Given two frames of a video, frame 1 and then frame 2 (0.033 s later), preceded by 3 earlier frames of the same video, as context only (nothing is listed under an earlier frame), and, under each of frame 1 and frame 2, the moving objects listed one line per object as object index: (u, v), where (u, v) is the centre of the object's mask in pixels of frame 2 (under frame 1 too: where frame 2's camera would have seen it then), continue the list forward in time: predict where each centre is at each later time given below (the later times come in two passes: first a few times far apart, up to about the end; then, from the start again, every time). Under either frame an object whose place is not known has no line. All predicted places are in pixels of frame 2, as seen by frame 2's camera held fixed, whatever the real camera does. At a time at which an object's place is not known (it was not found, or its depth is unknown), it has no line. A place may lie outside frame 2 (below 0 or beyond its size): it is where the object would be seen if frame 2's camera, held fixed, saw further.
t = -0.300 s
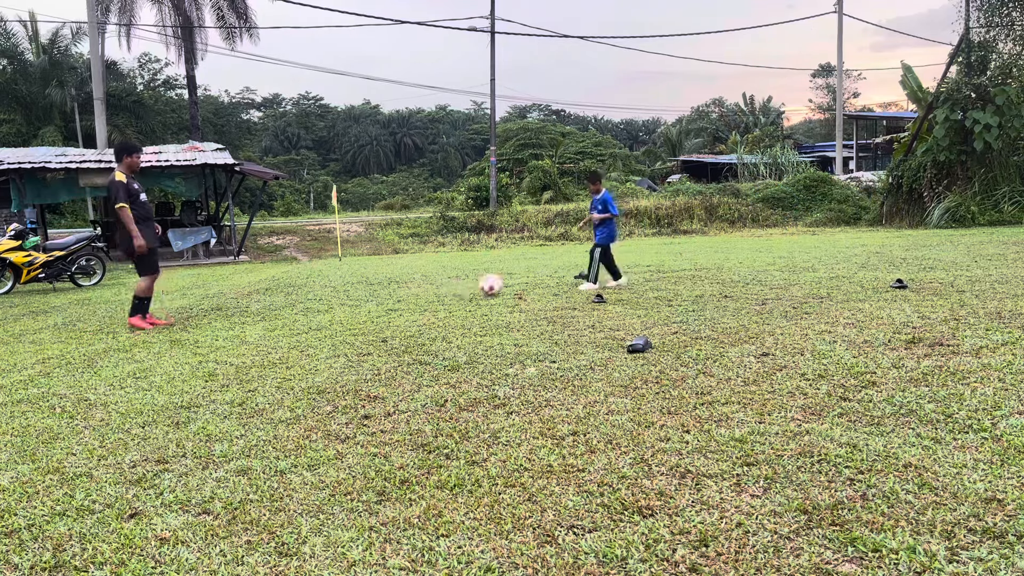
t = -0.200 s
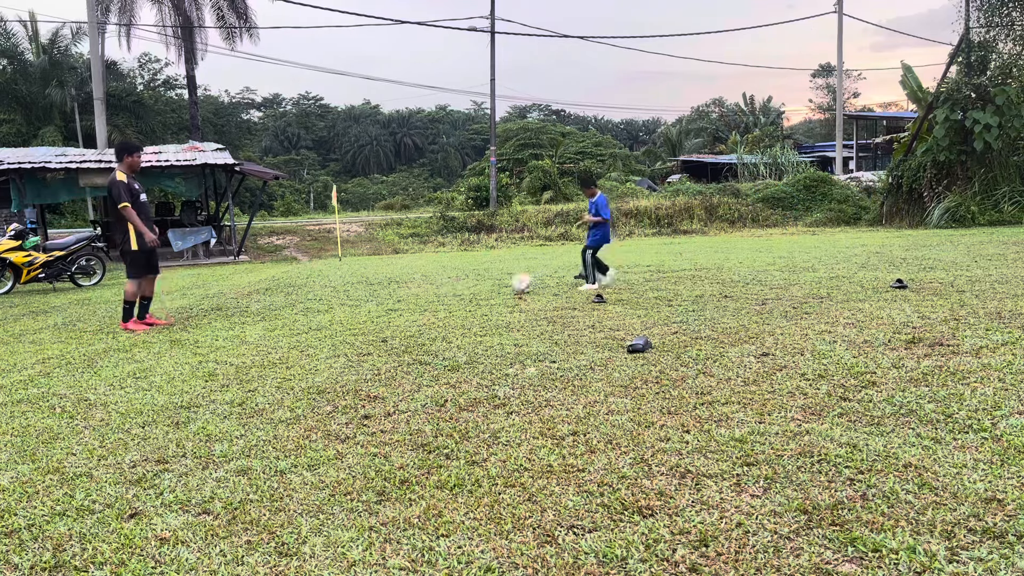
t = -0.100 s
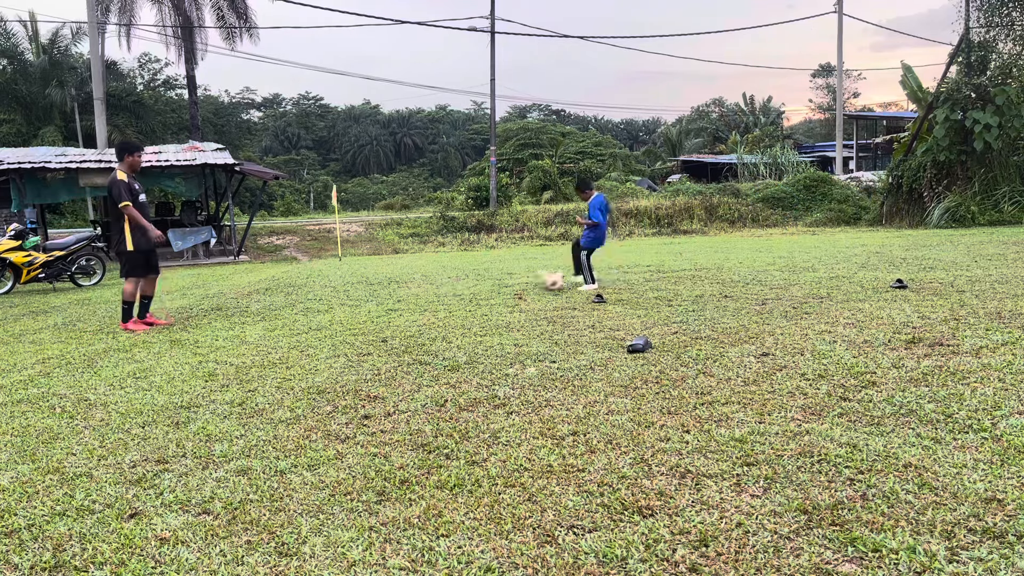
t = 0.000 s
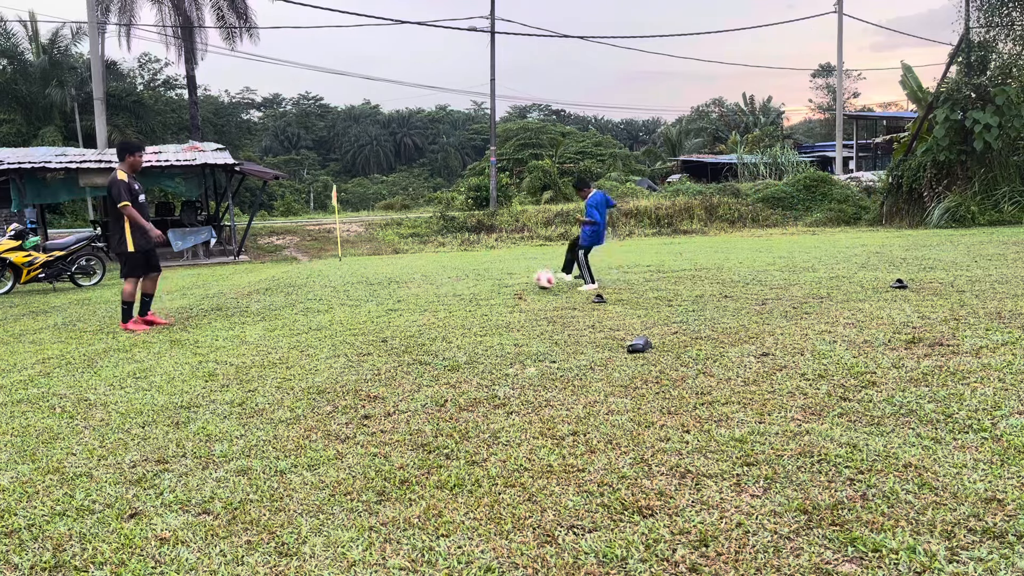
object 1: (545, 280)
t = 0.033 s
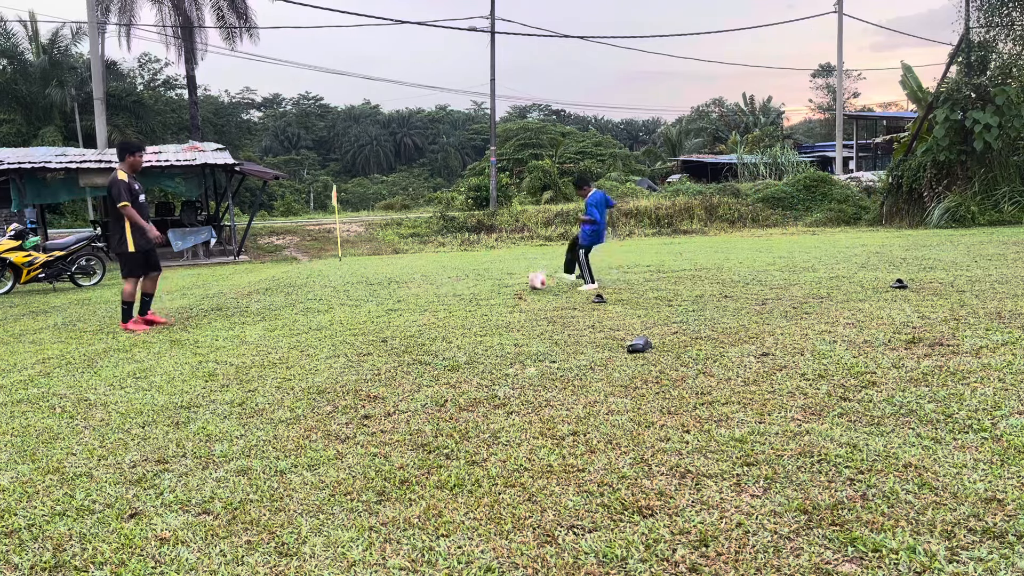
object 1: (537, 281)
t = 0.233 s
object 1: (504, 287)
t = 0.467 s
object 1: (480, 291)
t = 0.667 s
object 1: (463, 294)
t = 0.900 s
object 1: (443, 296)
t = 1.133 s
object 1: (426, 297)
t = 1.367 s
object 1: (414, 298)
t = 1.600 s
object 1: (404, 301)
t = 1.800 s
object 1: (396, 302)
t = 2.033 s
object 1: (387, 304)
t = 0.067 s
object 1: (529, 283)
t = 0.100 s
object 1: (523, 285)
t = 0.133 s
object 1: (518, 285)
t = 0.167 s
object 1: (513, 285)
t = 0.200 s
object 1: (509, 286)
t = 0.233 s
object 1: (504, 287)
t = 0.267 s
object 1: (501, 288)
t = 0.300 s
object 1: (496, 289)
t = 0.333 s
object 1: (493, 289)
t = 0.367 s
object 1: (489, 290)
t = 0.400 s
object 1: (486, 290)
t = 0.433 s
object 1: (484, 290)
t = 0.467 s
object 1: (480, 291)
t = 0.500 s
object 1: (476, 291)
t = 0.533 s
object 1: (473, 291)
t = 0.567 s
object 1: (470, 293)
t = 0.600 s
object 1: (467, 293)
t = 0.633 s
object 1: (465, 294)
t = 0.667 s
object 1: (463, 294)
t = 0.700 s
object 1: (458, 293)
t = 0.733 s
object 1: (455, 293)
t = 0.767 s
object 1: (452, 294)
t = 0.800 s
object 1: (450, 294)
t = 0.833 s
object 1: (447, 294)
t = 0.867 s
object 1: (445, 295)
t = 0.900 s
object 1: (443, 296)
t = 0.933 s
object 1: (442, 295)
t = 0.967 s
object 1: (439, 296)
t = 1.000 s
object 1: (437, 296)
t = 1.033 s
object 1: (435, 296)
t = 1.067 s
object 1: (432, 297)
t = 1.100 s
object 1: (433, 296)
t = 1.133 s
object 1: (426, 297)
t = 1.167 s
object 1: (424, 297)
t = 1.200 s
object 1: (422, 298)
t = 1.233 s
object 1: (421, 297)
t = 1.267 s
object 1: (419, 297)
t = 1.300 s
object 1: (417, 297)
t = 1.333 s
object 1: (416, 298)
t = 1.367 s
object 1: (414, 298)
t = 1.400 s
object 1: (413, 299)
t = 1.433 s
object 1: (412, 299)
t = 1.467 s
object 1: (410, 299)
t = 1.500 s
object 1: (408, 299)
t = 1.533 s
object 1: (407, 300)
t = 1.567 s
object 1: (405, 301)
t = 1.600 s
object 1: (404, 301)
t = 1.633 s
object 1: (403, 301)
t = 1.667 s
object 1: (402, 301)
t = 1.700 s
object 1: (401, 301)
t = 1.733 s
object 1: (399, 301)
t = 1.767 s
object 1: (398, 302)
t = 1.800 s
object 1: (396, 302)
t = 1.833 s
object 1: (395, 302)
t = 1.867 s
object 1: (394, 302)
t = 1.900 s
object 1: (393, 303)
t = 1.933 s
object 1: (391, 303)
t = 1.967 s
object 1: (389, 303)
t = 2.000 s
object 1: (388, 304)
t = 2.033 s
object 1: (387, 304)
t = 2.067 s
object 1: (385, 304)
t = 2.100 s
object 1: (385, 304)
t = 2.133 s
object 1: (384, 304)
